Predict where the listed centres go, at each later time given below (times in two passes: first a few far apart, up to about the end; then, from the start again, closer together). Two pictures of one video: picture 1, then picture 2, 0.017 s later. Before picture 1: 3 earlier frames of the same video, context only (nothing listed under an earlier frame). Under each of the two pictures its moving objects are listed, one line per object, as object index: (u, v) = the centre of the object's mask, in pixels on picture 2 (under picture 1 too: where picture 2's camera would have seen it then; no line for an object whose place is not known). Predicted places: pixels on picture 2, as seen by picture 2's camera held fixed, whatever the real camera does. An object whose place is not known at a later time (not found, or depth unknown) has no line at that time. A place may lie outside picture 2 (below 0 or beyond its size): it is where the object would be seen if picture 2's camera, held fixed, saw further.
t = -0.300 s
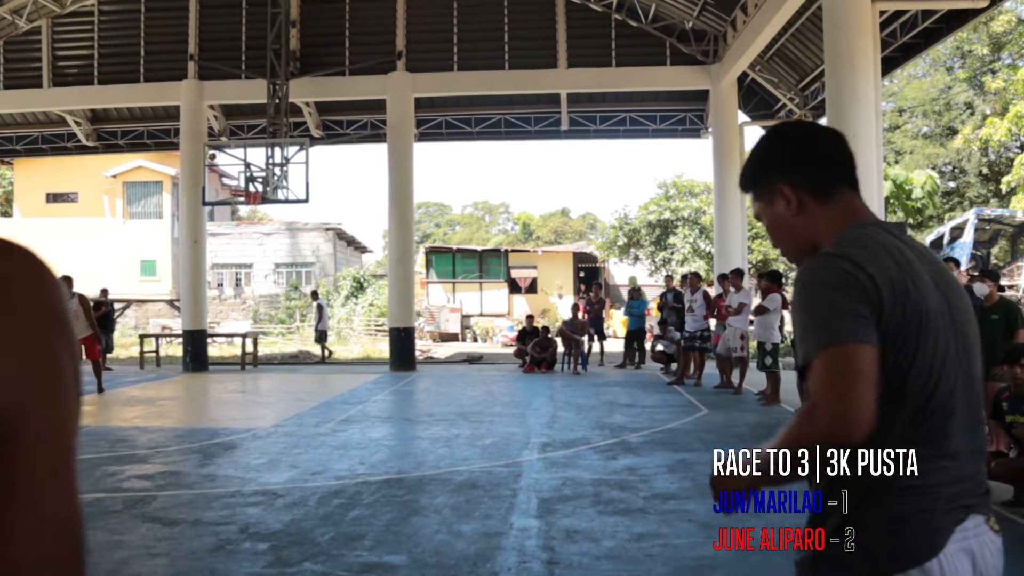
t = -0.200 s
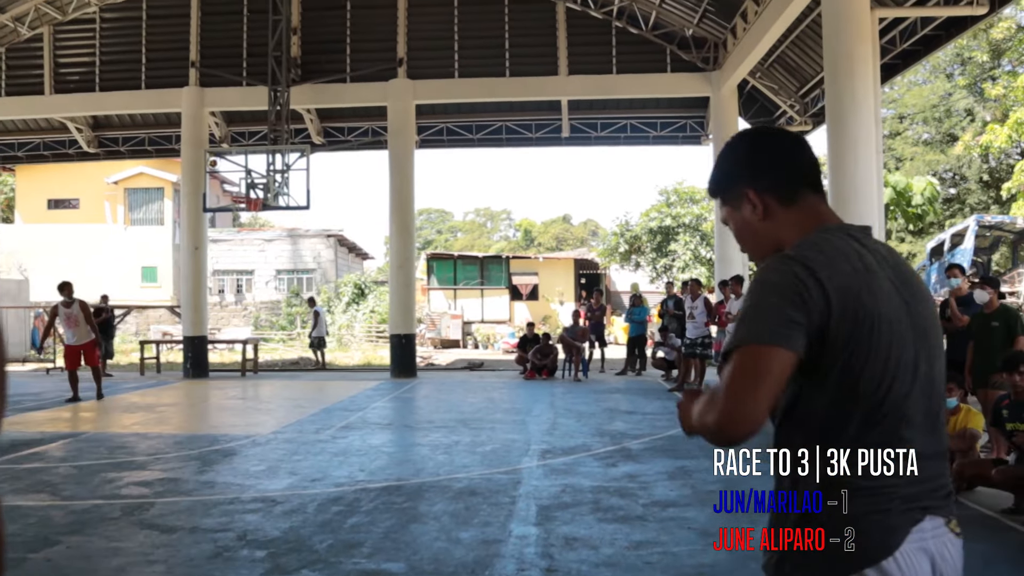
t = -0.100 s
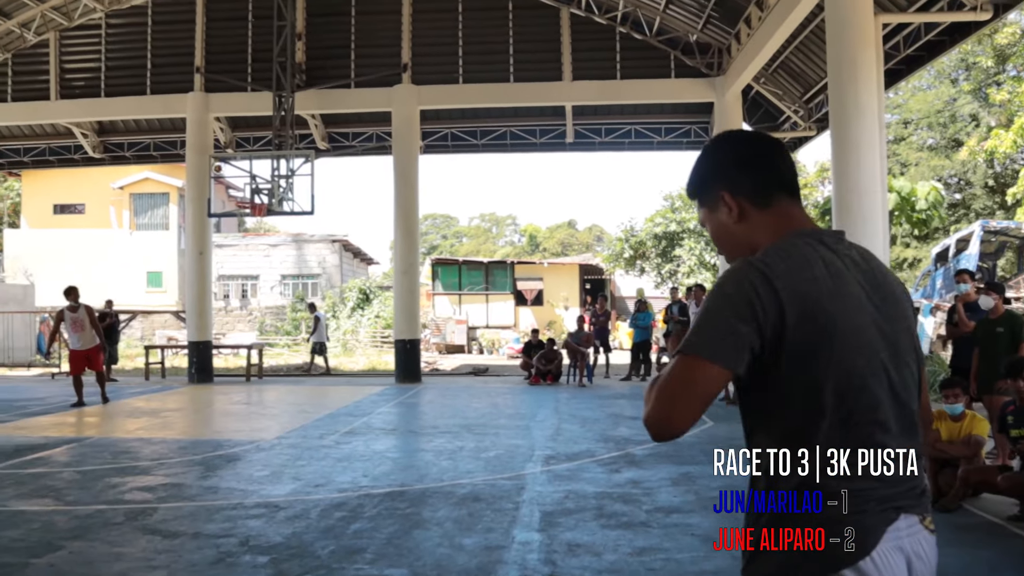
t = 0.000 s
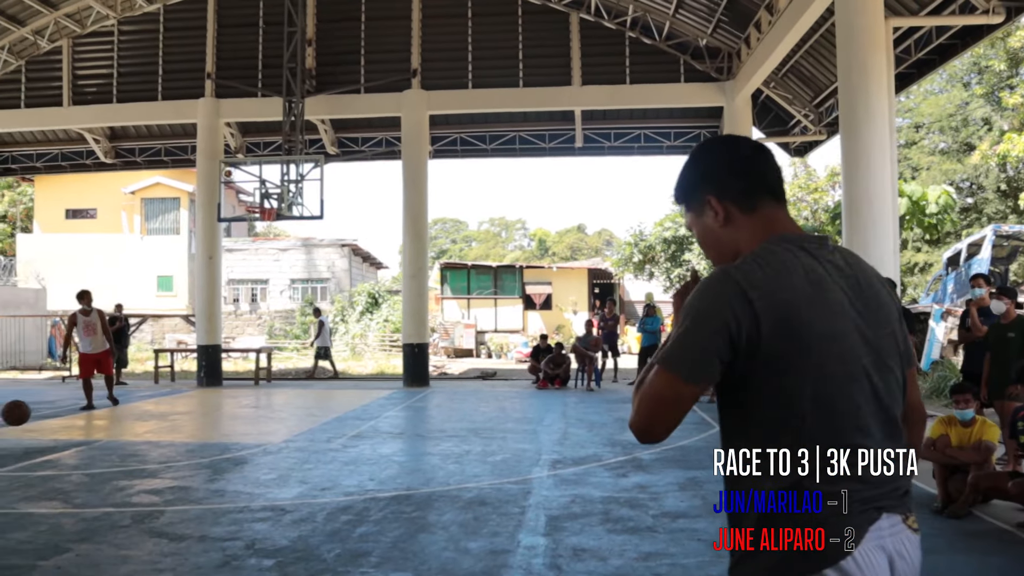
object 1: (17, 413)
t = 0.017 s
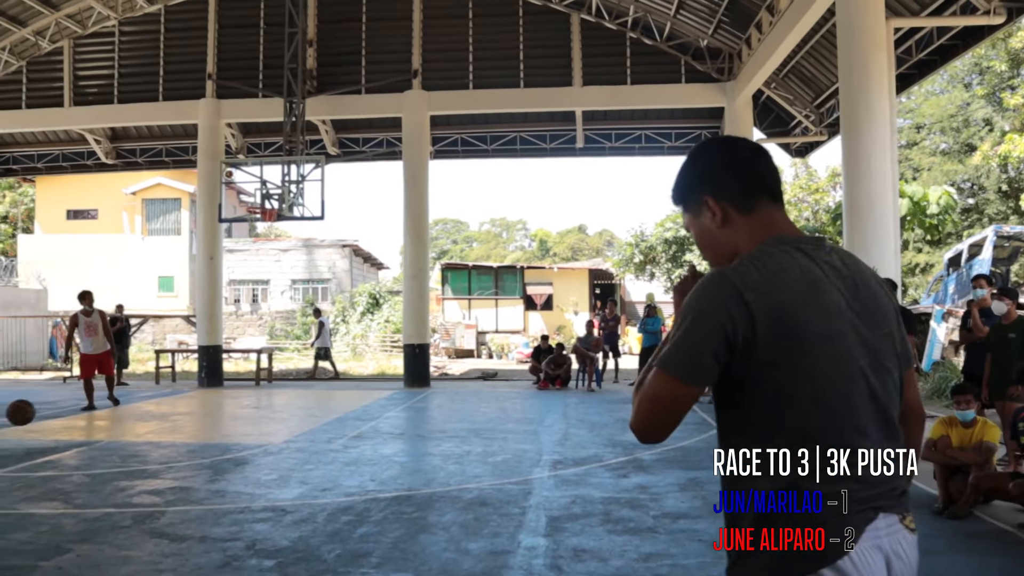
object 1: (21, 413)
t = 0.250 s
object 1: (78, 431)
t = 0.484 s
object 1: (140, 449)
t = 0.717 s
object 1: (215, 454)
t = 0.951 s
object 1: (301, 479)
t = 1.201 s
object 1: (405, 503)
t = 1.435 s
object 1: (519, 508)
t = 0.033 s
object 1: (25, 412)
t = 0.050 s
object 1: (28, 411)
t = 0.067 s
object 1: (32, 411)
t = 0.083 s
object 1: (36, 411)
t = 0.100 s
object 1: (40, 412)
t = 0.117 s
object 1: (43, 413)
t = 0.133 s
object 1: (48, 413)
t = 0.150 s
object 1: (52, 415)
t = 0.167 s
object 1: (56, 416)
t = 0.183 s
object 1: (60, 419)
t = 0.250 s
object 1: (78, 431)
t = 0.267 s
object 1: (82, 435)
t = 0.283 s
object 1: (89, 440)
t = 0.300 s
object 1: (92, 445)
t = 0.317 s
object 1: (98, 450)
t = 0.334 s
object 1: (99, 455)
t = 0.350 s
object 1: (104, 460)
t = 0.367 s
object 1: (108, 467)
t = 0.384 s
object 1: (113, 467)
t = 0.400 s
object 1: (117, 463)
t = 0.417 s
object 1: (122, 460)
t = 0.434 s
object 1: (126, 457)
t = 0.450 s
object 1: (131, 454)
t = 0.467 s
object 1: (136, 451)
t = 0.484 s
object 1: (140, 449)
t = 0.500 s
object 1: (146, 448)
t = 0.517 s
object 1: (151, 446)
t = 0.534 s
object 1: (156, 445)
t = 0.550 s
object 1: (161, 444)
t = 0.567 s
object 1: (166, 443)
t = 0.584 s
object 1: (171, 443)
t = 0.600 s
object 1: (176, 443)
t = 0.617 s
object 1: (182, 444)
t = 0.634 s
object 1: (187, 445)
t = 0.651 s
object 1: (193, 446)
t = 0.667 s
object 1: (198, 447)
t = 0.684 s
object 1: (204, 449)
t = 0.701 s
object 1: (209, 451)
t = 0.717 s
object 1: (215, 454)
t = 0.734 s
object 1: (221, 457)
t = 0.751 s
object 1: (227, 461)
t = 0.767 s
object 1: (233, 465)
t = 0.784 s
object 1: (239, 470)
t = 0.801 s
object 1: (245, 475)
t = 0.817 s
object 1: (251, 480)
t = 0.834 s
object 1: (258, 486)
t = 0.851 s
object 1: (264, 492)
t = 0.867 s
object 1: (270, 491)
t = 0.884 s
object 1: (276, 488)
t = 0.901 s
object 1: (282, 485)
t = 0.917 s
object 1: (288, 483)
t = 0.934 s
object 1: (295, 480)
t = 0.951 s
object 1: (301, 479)
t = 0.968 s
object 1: (307, 477)
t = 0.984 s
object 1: (313, 476)
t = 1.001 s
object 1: (320, 476)
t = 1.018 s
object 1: (326, 476)
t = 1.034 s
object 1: (333, 476)
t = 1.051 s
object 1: (340, 477)
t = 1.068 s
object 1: (347, 478)
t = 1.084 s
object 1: (353, 479)
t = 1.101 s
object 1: (360, 481)
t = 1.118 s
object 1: (368, 484)
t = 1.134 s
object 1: (375, 486)
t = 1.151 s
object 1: (382, 490)
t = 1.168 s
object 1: (390, 494)
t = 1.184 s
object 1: (397, 498)
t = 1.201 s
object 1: (405, 503)
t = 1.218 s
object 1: (412, 508)
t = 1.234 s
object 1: (420, 514)
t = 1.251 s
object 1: (428, 517)
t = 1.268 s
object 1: (435, 515)
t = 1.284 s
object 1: (443, 512)
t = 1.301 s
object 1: (451, 509)
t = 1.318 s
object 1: (459, 508)
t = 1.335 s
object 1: (468, 506)
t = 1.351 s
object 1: (476, 506)
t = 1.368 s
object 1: (484, 505)
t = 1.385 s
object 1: (493, 505)
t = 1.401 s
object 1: (501, 506)
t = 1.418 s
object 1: (510, 507)
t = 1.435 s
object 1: (519, 508)
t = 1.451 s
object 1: (528, 510)
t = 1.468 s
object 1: (537, 513)
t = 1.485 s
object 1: (546, 516)
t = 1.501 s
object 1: (556, 519)
